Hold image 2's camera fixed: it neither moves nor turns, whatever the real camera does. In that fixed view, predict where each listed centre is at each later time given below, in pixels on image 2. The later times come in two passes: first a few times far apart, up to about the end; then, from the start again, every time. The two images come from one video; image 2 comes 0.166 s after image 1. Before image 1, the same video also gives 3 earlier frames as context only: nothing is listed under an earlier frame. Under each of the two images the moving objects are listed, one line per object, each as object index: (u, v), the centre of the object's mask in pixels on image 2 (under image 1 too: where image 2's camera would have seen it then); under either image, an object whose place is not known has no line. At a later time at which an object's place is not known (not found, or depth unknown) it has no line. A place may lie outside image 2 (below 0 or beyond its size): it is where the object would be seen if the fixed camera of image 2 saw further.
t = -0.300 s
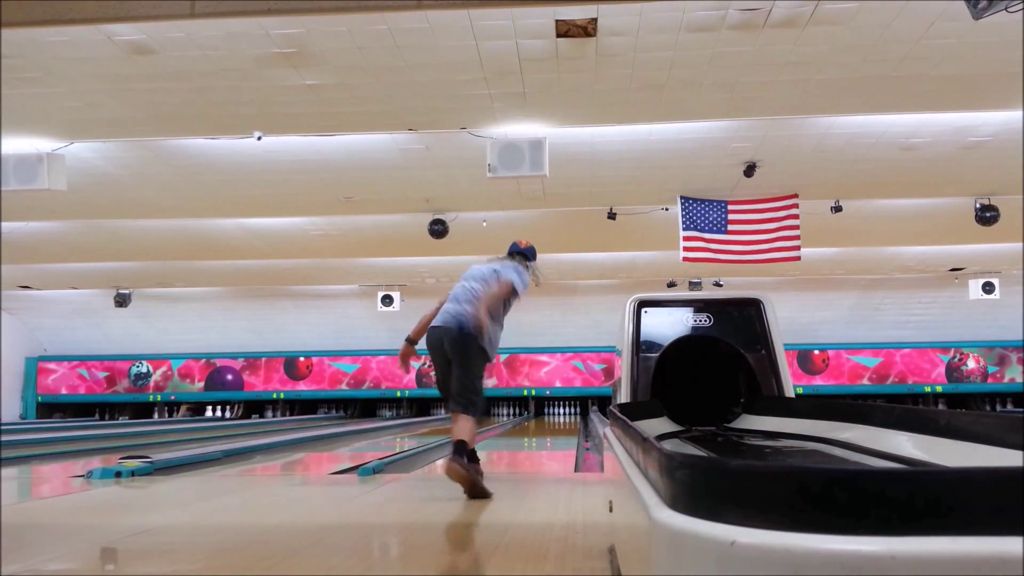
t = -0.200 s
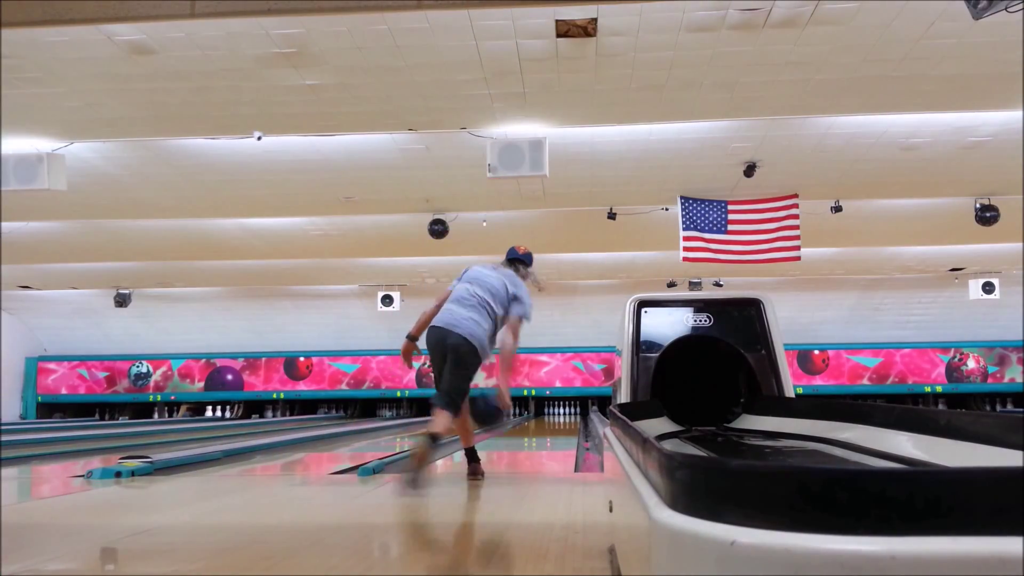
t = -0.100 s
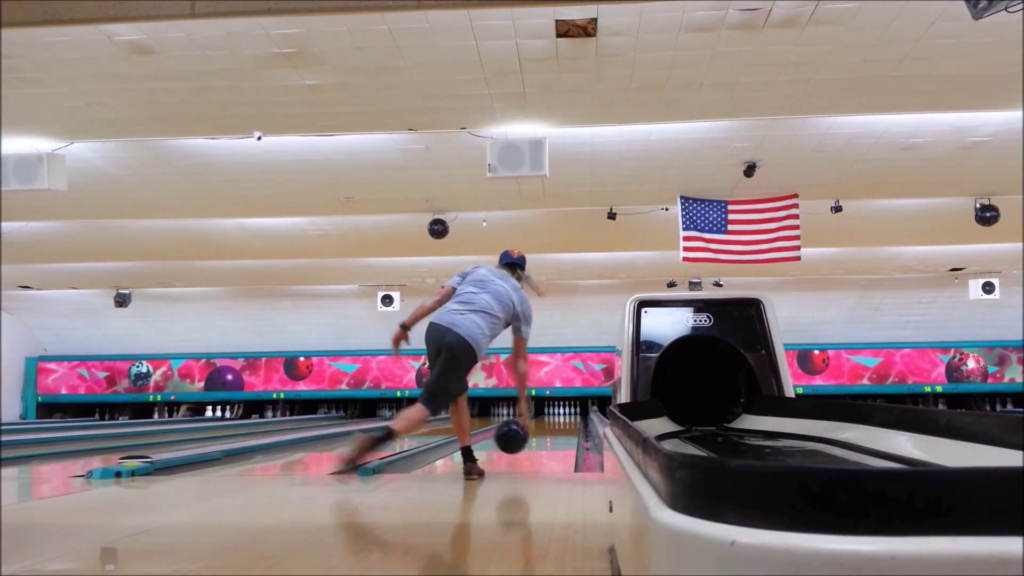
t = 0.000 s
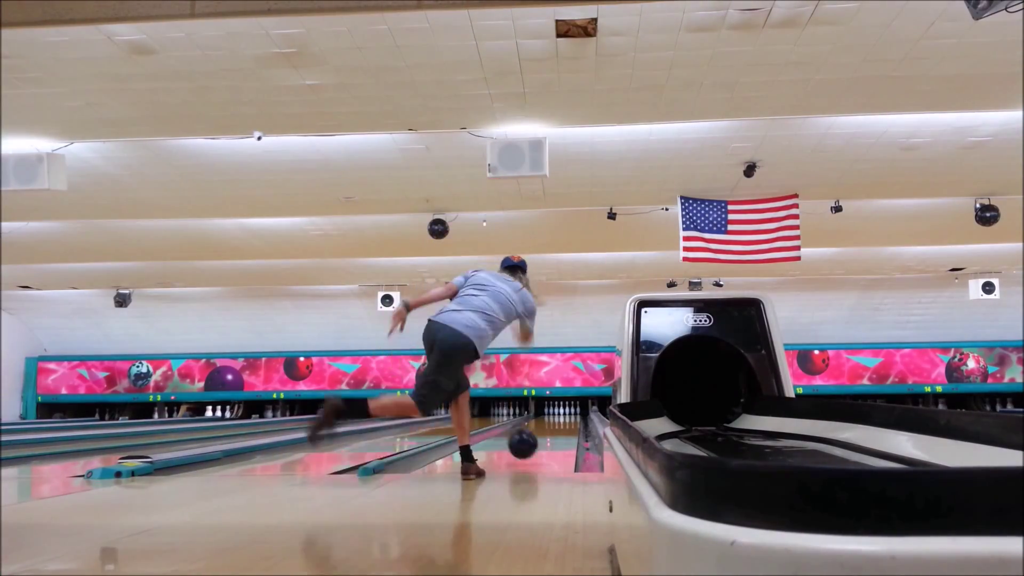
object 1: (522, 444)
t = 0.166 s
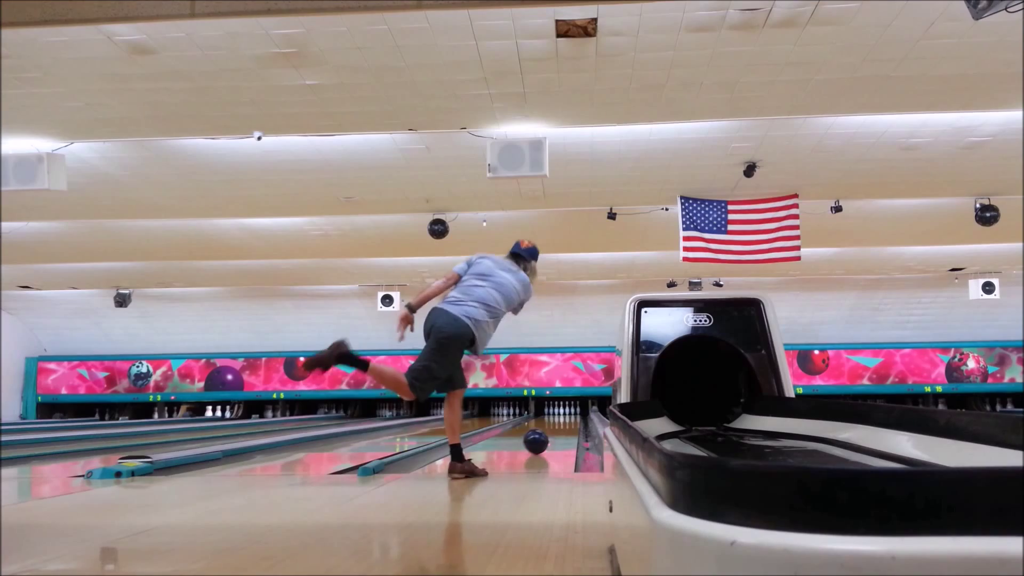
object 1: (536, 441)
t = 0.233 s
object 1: (540, 438)
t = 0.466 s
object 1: (551, 432)
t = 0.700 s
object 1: (558, 427)
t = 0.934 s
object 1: (563, 423)
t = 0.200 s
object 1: (538, 440)
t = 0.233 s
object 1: (540, 438)
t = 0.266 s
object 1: (542, 437)
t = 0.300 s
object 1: (544, 436)
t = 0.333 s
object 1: (545, 436)
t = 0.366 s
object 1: (547, 435)
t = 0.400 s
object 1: (548, 434)
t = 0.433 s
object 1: (550, 433)
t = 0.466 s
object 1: (551, 432)
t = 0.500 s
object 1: (553, 431)
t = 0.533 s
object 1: (554, 430)
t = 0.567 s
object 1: (554, 429)
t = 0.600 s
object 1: (555, 429)
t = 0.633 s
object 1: (556, 428)
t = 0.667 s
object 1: (557, 427)
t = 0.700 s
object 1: (558, 427)
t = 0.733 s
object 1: (559, 426)
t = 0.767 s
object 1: (560, 426)
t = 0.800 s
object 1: (560, 425)
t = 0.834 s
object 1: (561, 425)
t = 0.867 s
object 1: (562, 424)
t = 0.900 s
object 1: (562, 424)
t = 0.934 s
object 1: (563, 423)
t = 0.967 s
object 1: (564, 423)
